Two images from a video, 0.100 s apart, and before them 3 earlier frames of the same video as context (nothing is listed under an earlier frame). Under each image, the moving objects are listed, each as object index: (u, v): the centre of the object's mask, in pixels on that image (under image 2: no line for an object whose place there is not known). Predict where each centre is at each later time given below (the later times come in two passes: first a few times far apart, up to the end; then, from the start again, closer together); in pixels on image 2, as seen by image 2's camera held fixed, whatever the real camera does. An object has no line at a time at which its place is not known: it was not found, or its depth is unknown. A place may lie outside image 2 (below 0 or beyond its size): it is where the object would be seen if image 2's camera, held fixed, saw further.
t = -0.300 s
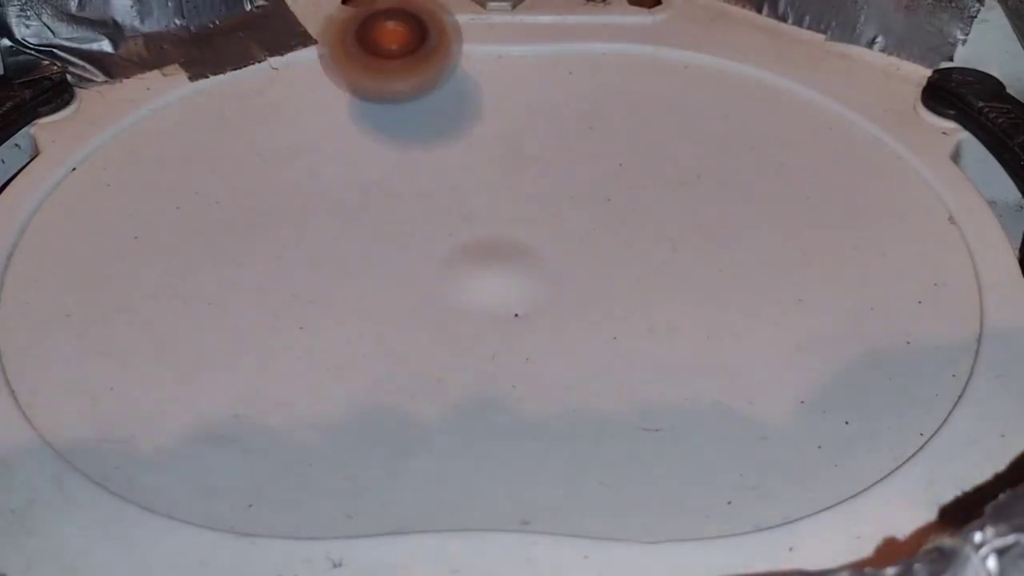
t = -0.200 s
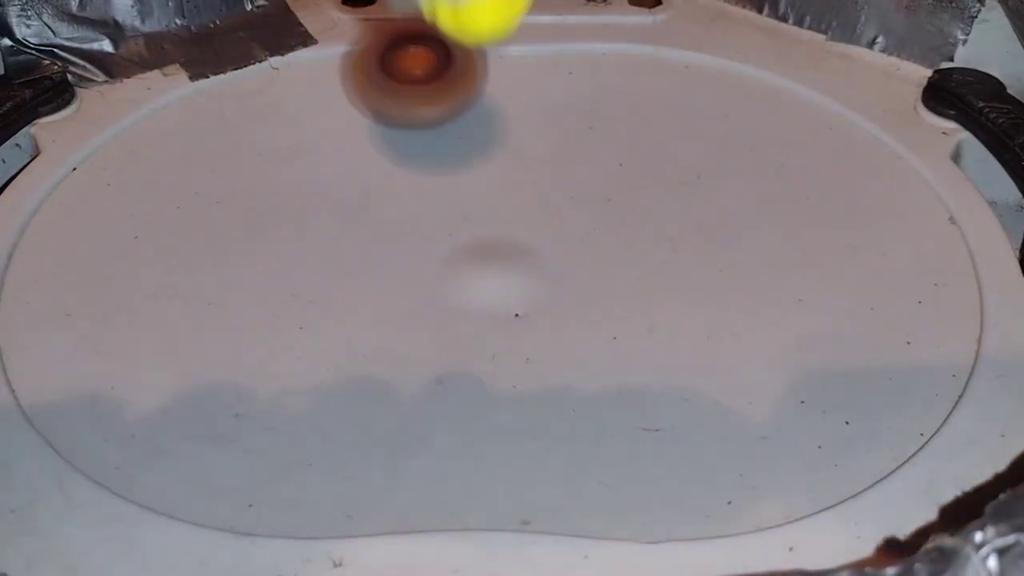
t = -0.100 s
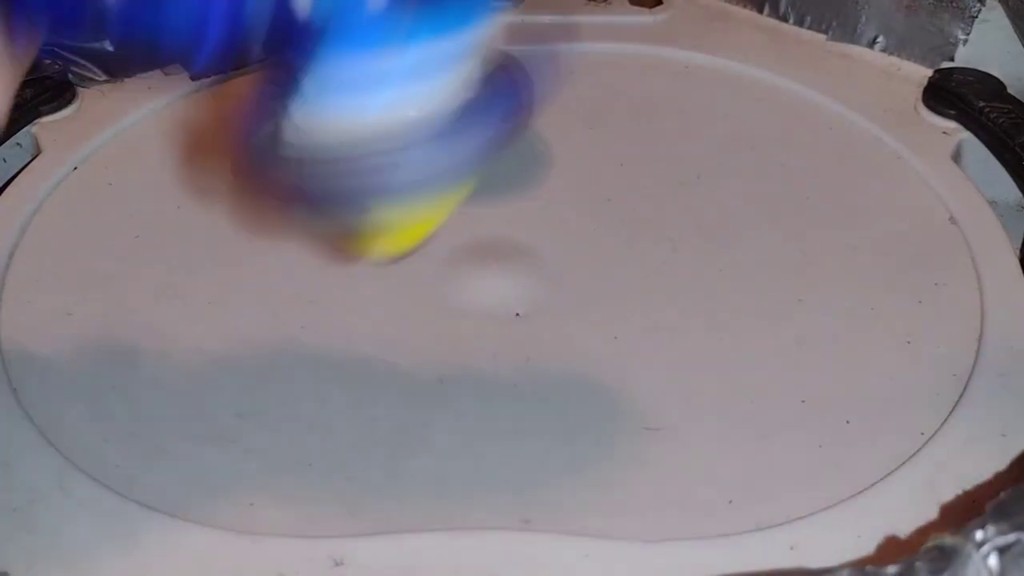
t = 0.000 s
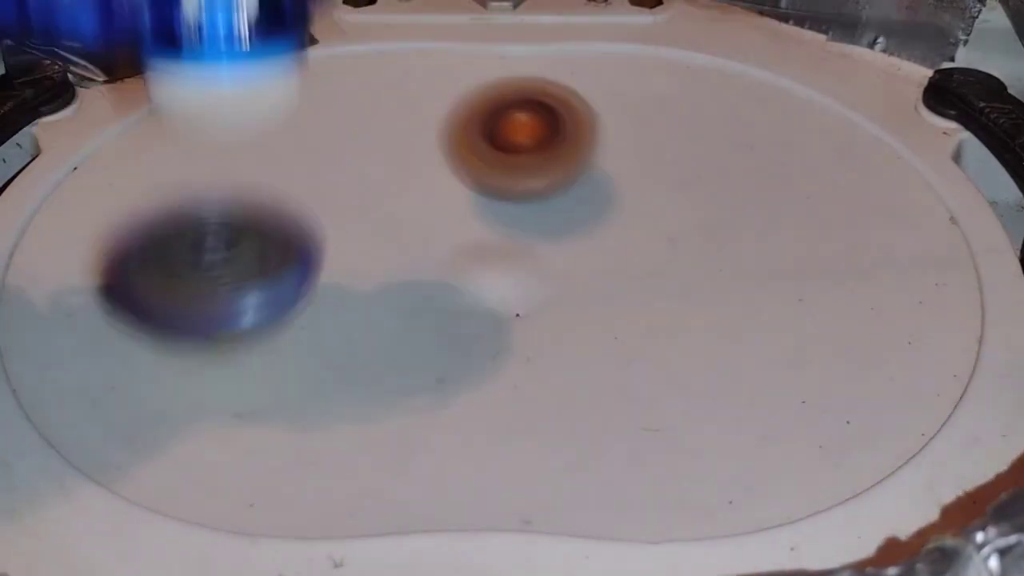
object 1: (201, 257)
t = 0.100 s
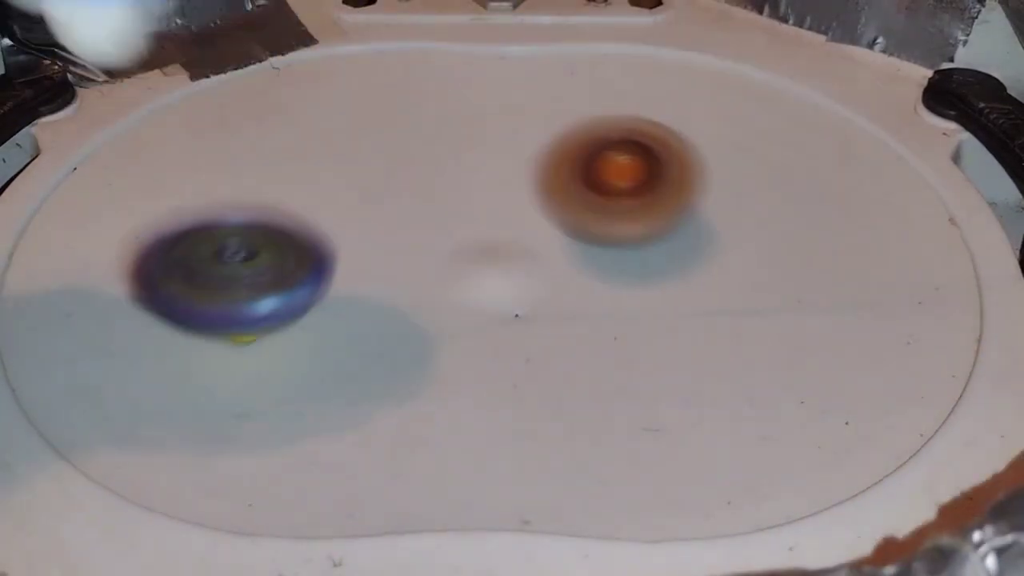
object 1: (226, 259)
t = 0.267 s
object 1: (309, 258)
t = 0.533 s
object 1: (286, 174)
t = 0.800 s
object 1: (260, 267)
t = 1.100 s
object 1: (587, 104)
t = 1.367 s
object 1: (239, 26)
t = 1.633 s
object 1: (255, 307)
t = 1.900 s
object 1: (619, 179)
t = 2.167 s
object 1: (356, 21)
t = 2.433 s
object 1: (83, 216)
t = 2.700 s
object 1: (712, 315)
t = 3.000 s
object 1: (715, 22)
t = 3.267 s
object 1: (270, 71)
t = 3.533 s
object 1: (399, 354)
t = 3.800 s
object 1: (922, 224)
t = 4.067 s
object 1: (715, 27)
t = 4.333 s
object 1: (287, 125)
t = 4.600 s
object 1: (317, 393)
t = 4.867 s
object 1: (837, 307)
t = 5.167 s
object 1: (605, 90)
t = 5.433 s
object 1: (225, 116)
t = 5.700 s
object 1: (170, 337)
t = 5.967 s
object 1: (642, 282)
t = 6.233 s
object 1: (615, 82)
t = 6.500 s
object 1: (318, 58)
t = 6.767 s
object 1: (265, 225)
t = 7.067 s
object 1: (648, 272)
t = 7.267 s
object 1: (743, 158)
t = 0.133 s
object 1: (246, 256)
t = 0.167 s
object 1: (267, 256)
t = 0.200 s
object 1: (282, 258)
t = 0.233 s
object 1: (296, 260)
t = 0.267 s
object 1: (309, 258)
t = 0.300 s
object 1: (322, 255)
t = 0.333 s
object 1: (333, 247)
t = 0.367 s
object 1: (341, 233)
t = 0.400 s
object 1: (346, 221)
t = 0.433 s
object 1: (341, 208)
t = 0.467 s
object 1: (329, 194)
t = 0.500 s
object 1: (310, 183)
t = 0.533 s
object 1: (286, 174)
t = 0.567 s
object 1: (259, 168)
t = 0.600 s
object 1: (231, 170)
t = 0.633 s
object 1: (205, 176)
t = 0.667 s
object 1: (186, 188)
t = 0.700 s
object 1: (176, 206)
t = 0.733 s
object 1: (185, 228)
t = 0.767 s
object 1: (213, 250)
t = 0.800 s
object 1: (260, 267)
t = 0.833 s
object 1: (320, 275)
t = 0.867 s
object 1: (385, 270)
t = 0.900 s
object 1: (447, 254)
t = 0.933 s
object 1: (499, 227)
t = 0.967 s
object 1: (537, 206)
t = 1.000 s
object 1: (568, 185)
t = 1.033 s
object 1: (586, 160)
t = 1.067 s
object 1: (591, 134)
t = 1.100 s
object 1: (587, 104)
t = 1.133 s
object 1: (570, 77)
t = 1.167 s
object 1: (543, 52)
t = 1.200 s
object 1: (508, 32)
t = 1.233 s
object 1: (468, 22)
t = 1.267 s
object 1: (420, 17)
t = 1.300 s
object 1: (361, 13)
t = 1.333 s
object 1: (300, 13)
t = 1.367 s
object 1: (239, 26)
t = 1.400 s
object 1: (185, 40)
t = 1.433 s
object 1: (141, 68)
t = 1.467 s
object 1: (107, 99)
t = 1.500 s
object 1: (89, 136)
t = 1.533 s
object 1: (98, 182)
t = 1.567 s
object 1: (126, 228)
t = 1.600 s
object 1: (178, 272)
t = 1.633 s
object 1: (255, 307)
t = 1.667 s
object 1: (350, 329)
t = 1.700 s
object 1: (417, 329)
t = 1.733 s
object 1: (446, 316)
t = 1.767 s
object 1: (486, 296)
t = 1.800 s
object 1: (531, 272)
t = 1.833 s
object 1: (574, 244)
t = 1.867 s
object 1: (604, 212)
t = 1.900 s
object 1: (619, 179)
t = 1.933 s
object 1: (619, 145)
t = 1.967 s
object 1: (608, 111)
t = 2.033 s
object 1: (553, 58)
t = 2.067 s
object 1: (514, 42)
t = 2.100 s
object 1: (465, 29)
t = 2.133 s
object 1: (413, 25)
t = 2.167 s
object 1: (356, 21)
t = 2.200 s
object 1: (291, 22)
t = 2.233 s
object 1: (236, 25)
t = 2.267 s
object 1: (185, 34)
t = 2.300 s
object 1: (142, 63)
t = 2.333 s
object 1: (108, 92)
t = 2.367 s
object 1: (79, 128)
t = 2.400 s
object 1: (74, 168)
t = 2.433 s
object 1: (83, 216)
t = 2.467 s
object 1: (109, 266)
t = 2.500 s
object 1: (160, 310)
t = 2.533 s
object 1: (240, 346)
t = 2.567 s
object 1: (337, 366)
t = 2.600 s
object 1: (434, 365)
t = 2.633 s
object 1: (533, 356)
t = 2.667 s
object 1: (631, 340)
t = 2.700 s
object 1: (712, 315)
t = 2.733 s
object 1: (771, 280)
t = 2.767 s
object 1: (815, 241)
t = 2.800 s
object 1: (841, 197)
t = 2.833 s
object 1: (849, 157)
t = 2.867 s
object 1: (848, 118)
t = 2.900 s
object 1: (836, 81)
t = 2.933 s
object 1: (813, 48)
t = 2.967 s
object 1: (778, 26)
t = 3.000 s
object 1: (715, 22)
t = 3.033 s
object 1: (660, 14)
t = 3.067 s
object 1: (606, 12)
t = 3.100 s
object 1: (549, 14)
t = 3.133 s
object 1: (490, 19)
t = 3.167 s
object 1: (431, 28)
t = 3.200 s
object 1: (374, 39)
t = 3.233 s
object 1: (317, 53)
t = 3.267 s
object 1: (270, 71)
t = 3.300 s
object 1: (234, 101)
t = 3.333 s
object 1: (212, 137)
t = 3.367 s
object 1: (202, 176)
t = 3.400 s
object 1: (208, 216)
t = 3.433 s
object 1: (229, 259)
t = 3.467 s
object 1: (265, 301)
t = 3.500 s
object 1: (323, 332)
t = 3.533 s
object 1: (399, 354)
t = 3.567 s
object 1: (483, 363)
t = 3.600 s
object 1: (574, 368)
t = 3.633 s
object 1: (665, 368)
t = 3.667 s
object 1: (752, 354)
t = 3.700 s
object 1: (821, 331)
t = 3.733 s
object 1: (870, 299)
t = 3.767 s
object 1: (906, 263)
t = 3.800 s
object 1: (922, 224)
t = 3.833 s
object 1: (929, 188)
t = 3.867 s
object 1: (925, 155)
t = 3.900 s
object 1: (906, 122)
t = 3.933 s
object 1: (880, 94)
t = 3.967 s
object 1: (851, 69)
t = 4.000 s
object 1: (808, 51)
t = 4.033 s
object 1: (762, 36)
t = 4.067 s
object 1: (715, 27)
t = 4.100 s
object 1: (661, 25)
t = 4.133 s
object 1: (607, 26)
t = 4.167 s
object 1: (551, 32)
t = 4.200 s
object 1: (495, 47)
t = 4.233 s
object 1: (440, 63)
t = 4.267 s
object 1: (384, 82)
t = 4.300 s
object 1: (333, 101)
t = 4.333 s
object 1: (287, 125)
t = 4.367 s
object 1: (253, 152)
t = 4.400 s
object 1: (226, 182)
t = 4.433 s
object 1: (206, 218)
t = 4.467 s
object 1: (197, 257)
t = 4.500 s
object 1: (200, 296)
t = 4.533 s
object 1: (222, 338)
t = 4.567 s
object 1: (259, 369)
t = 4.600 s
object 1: (317, 393)
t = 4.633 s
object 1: (386, 403)
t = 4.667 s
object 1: (465, 406)
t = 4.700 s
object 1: (548, 404)
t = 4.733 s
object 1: (631, 402)
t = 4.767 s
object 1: (707, 392)
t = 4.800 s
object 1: (769, 371)
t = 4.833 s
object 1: (811, 339)
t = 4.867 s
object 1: (837, 307)
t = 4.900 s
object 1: (842, 272)
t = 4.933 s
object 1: (836, 239)
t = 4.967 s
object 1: (819, 206)
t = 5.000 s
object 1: (796, 176)
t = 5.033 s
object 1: (764, 154)
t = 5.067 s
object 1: (729, 131)
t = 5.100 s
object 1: (690, 115)
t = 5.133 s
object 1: (649, 100)
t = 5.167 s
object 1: (605, 90)
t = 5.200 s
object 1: (559, 83)
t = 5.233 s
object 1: (512, 80)
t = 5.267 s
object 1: (463, 80)
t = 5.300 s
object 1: (412, 82)
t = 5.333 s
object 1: (362, 86)
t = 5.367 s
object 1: (315, 92)
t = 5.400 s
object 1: (268, 103)
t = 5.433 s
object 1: (225, 116)
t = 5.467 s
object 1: (185, 134)
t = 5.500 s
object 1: (152, 155)
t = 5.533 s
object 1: (128, 180)
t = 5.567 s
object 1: (112, 208)
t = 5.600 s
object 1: (104, 243)
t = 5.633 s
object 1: (113, 276)
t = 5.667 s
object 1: (132, 311)
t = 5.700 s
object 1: (170, 337)
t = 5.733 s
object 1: (226, 359)
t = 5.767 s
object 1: (289, 373)
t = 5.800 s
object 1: (358, 374)
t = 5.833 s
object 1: (425, 361)
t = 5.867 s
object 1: (488, 345)
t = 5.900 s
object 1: (547, 329)
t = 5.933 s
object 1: (603, 307)
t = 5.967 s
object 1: (642, 282)
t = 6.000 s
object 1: (665, 257)
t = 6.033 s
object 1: (678, 225)
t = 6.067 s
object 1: (684, 197)
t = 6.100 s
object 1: (682, 170)
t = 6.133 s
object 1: (673, 144)
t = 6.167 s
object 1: (659, 120)
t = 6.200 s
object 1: (639, 100)
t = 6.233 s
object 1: (615, 82)
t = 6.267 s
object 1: (588, 68)
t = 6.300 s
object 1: (556, 57)
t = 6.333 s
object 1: (520, 52)
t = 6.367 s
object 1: (480, 50)
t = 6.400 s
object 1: (438, 50)
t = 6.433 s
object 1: (394, 50)
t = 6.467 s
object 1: (357, 52)
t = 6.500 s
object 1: (318, 58)
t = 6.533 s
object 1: (285, 70)
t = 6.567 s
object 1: (258, 86)
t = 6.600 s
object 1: (241, 109)
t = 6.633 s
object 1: (230, 129)
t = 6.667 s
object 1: (227, 153)
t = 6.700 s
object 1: (231, 178)
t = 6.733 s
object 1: (245, 203)
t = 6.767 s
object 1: (265, 225)
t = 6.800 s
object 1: (293, 249)
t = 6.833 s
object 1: (326, 265)
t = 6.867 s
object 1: (365, 283)
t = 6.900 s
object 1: (408, 289)
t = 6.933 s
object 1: (455, 292)
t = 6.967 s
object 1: (505, 290)
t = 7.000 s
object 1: (552, 290)
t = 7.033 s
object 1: (606, 282)
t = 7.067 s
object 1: (648, 272)
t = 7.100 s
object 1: (682, 256)
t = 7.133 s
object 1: (708, 234)
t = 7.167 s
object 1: (724, 217)
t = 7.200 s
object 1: (738, 197)
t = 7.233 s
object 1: (744, 178)
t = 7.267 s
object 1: (743, 158)
